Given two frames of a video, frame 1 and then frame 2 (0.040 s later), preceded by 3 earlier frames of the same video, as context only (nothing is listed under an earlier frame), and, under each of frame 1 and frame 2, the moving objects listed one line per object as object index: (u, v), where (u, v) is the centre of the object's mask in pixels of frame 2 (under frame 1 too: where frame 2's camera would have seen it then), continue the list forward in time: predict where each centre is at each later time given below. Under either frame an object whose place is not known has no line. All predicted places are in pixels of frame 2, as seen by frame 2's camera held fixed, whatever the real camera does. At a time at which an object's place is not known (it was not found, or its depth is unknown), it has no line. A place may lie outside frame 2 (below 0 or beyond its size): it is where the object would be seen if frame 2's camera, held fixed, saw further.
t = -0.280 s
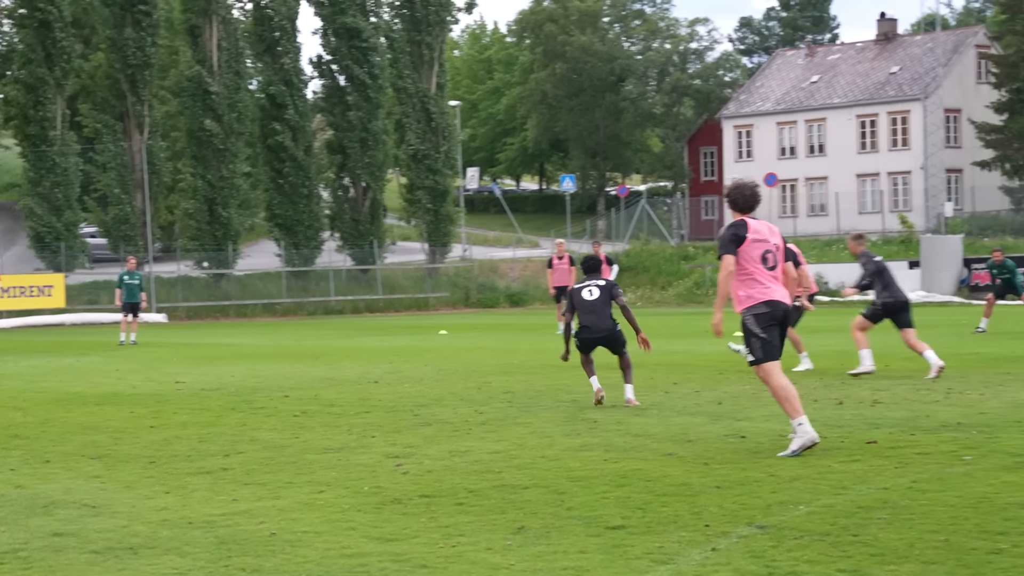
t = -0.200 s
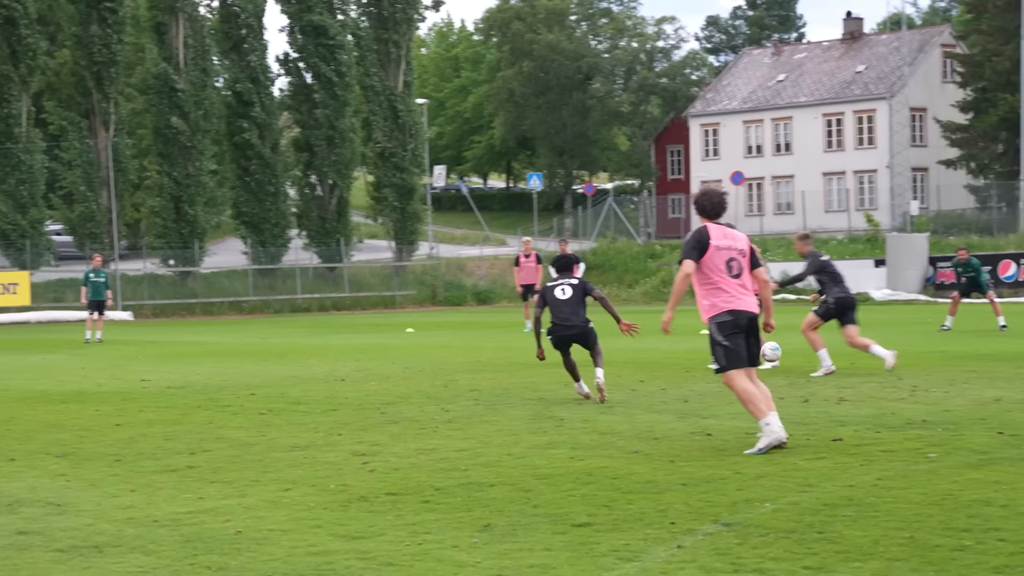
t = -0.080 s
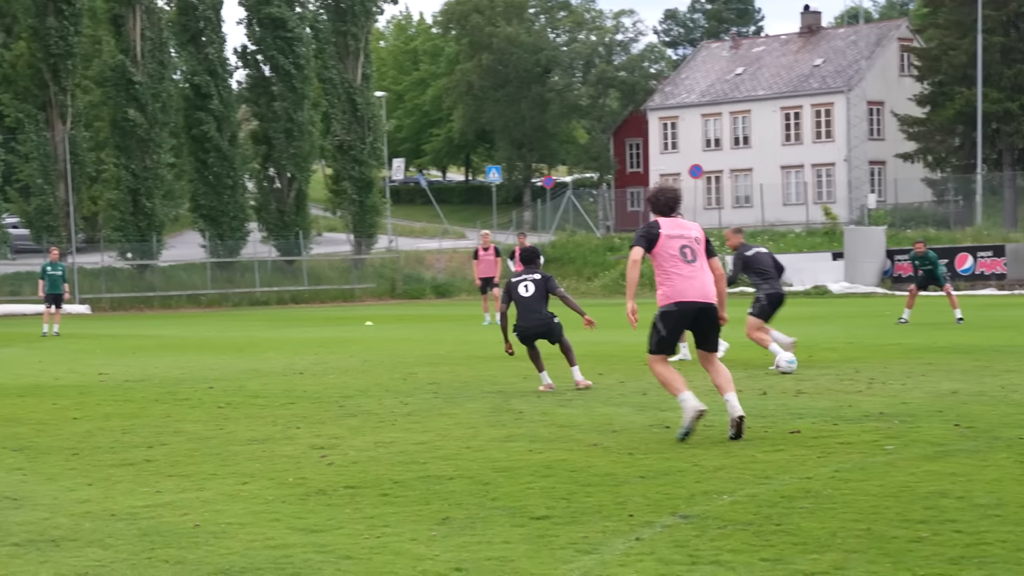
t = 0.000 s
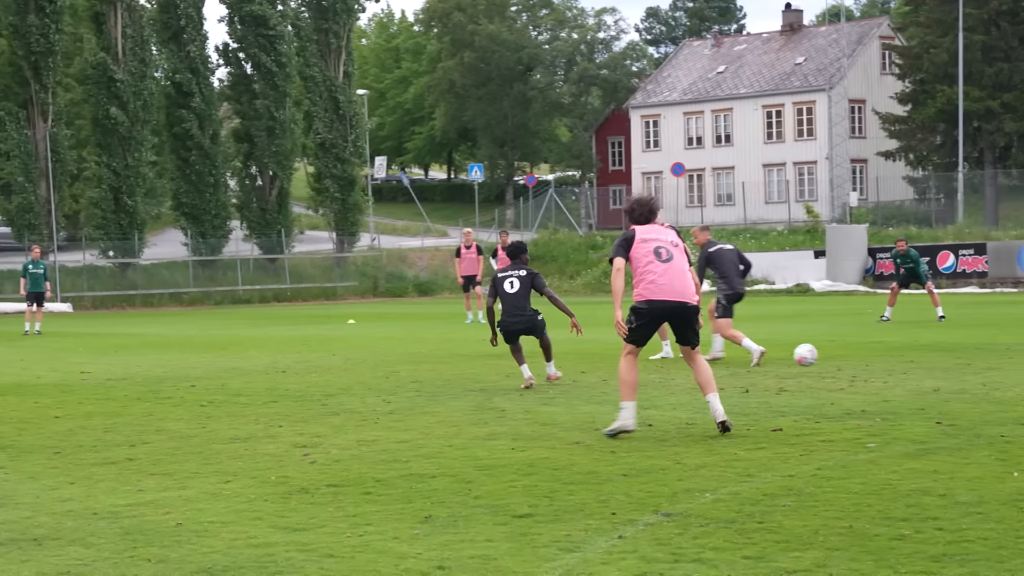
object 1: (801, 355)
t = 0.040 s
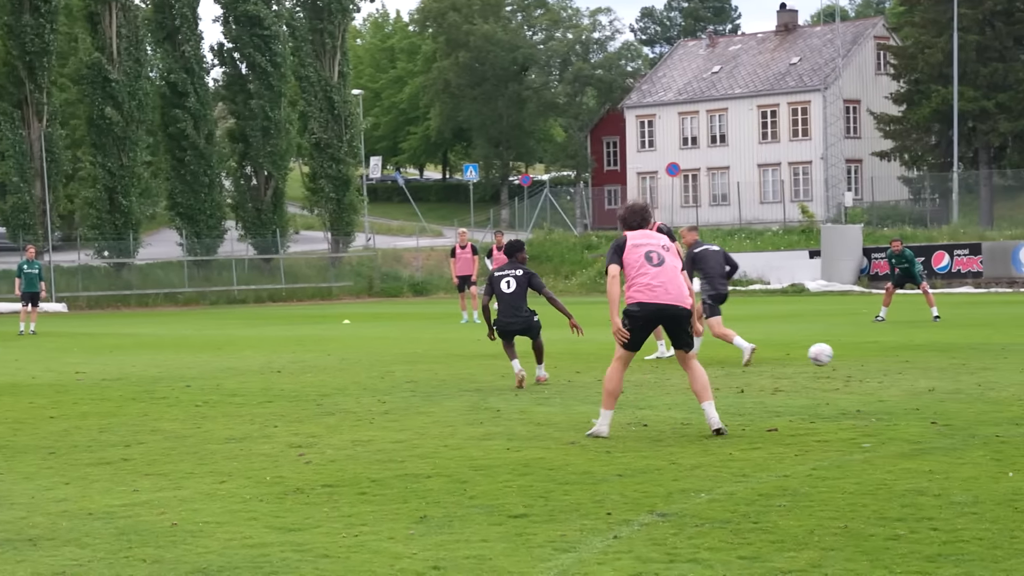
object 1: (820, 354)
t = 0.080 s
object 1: (841, 355)
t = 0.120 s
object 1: (863, 359)
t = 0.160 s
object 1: (886, 364)
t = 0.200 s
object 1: (910, 372)
